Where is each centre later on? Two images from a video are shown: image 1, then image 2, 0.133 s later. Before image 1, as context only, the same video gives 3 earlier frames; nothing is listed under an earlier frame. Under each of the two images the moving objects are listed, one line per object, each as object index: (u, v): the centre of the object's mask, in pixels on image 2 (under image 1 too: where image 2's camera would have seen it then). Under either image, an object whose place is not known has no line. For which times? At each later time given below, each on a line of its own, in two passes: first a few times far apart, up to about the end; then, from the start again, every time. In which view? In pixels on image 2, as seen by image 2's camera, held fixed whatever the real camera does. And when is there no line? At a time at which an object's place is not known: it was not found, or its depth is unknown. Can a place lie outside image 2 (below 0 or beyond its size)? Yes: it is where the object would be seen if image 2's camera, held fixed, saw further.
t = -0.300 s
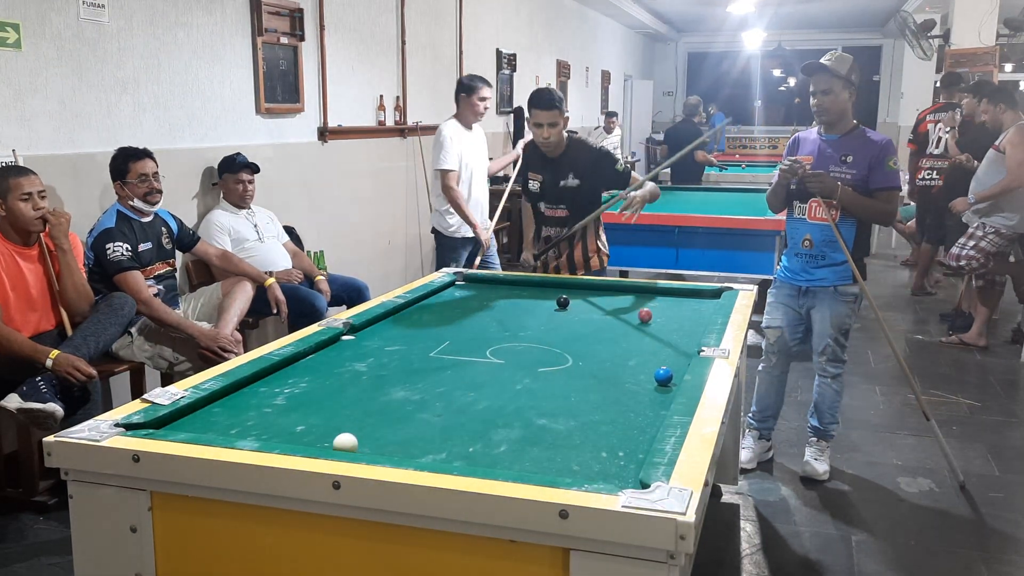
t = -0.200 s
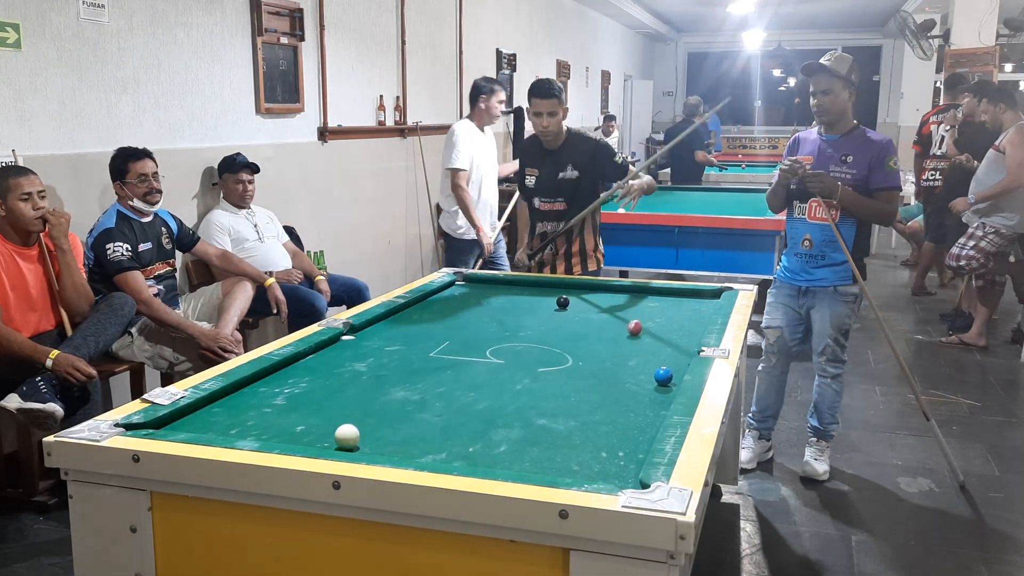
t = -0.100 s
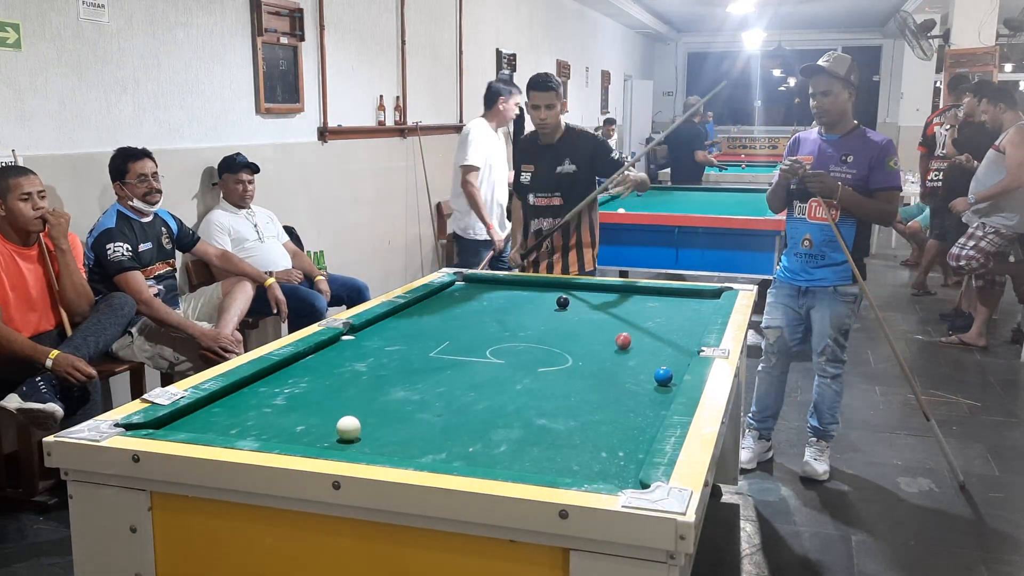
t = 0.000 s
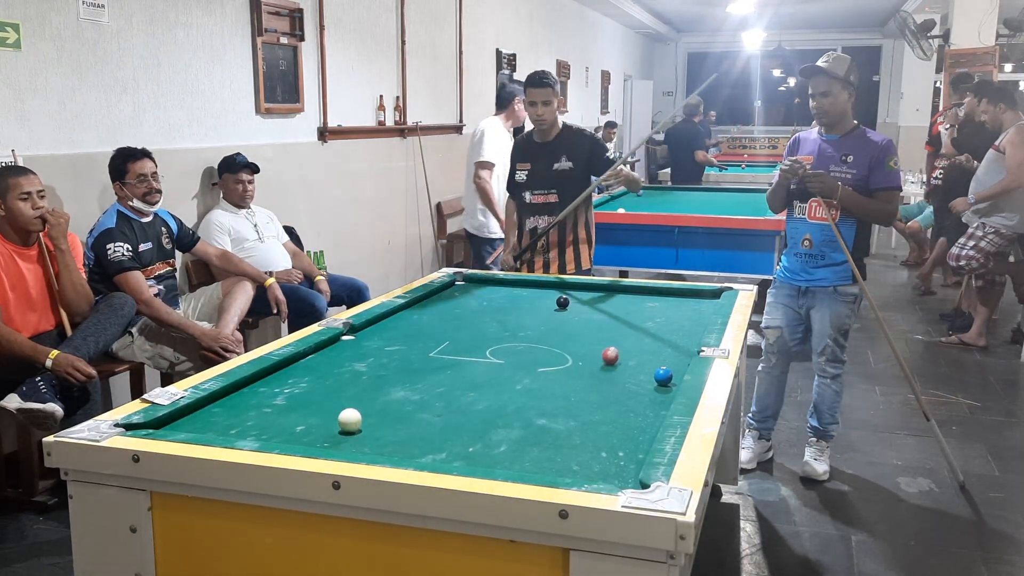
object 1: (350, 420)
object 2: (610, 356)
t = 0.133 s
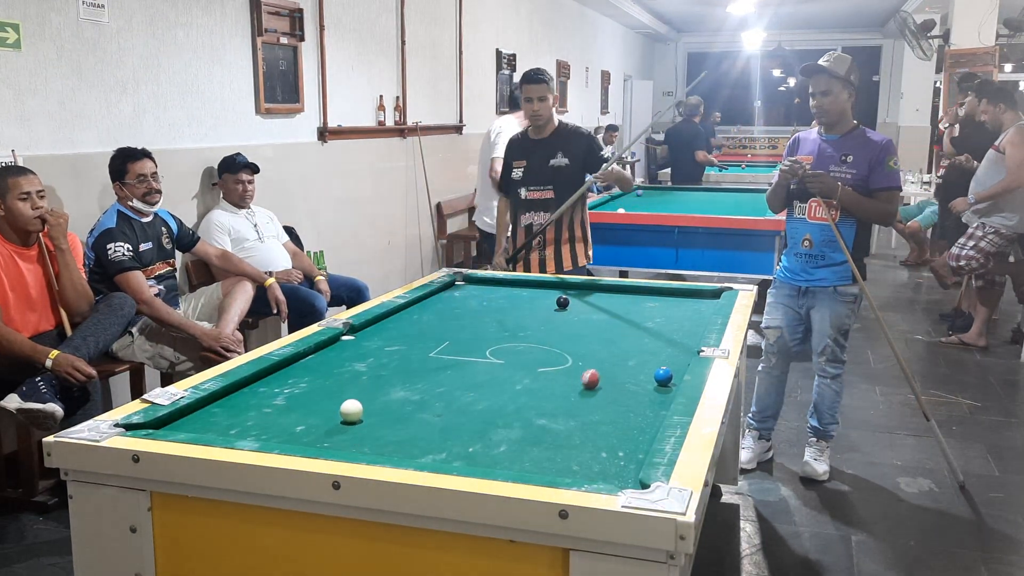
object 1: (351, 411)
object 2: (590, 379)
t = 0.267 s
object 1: (353, 402)
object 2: (567, 407)
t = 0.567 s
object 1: (356, 385)
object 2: (528, 449)
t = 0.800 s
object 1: (358, 373)
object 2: (569, 407)
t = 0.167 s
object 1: (352, 408)
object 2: (585, 385)
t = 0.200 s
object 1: (352, 406)
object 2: (579, 392)
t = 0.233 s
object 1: (352, 404)
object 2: (573, 399)
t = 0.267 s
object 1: (353, 402)
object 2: (567, 407)
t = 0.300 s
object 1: (353, 400)
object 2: (560, 415)
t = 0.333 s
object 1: (353, 398)
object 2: (553, 423)
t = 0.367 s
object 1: (354, 396)
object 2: (545, 432)
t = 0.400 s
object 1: (354, 394)
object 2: (538, 441)
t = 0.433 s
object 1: (354, 392)
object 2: (529, 451)
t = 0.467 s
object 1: (355, 390)
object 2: (521, 460)
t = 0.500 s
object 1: (355, 388)
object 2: (512, 465)
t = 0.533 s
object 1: (355, 387)
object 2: (519, 457)
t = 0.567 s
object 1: (356, 385)
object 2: (528, 449)
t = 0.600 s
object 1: (356, 383)
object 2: (535, 445)
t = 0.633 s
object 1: (356, 381)
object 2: (542, 437)
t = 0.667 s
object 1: (356, 380)
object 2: (548, 431)
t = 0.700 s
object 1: (357, 378)
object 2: (554, 424)
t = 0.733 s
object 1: (357, 377)
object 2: (559, 418)
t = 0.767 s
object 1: (357, 375)
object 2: (564, 412)
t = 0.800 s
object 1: (358, 373)
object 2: (569, 407)
